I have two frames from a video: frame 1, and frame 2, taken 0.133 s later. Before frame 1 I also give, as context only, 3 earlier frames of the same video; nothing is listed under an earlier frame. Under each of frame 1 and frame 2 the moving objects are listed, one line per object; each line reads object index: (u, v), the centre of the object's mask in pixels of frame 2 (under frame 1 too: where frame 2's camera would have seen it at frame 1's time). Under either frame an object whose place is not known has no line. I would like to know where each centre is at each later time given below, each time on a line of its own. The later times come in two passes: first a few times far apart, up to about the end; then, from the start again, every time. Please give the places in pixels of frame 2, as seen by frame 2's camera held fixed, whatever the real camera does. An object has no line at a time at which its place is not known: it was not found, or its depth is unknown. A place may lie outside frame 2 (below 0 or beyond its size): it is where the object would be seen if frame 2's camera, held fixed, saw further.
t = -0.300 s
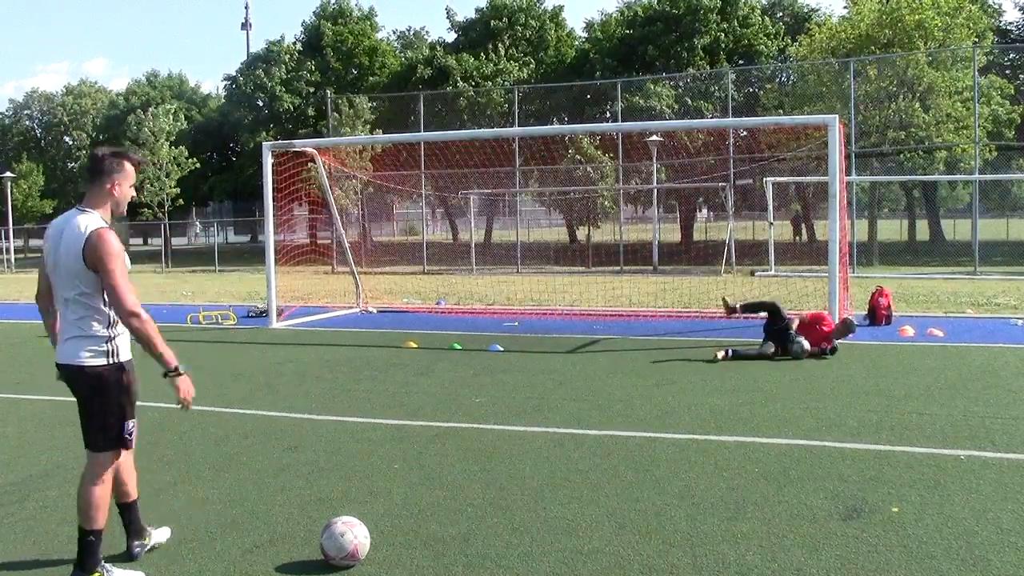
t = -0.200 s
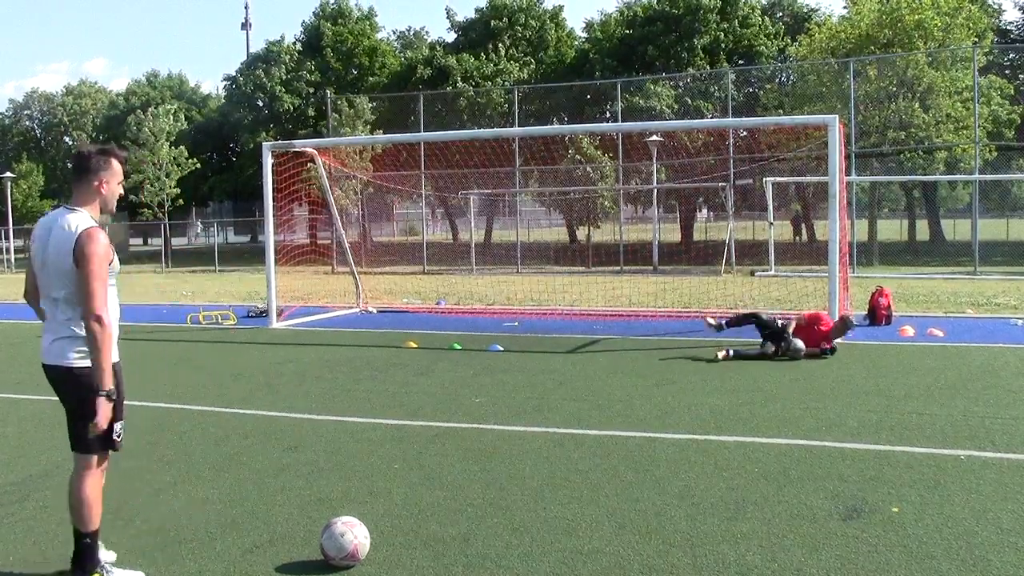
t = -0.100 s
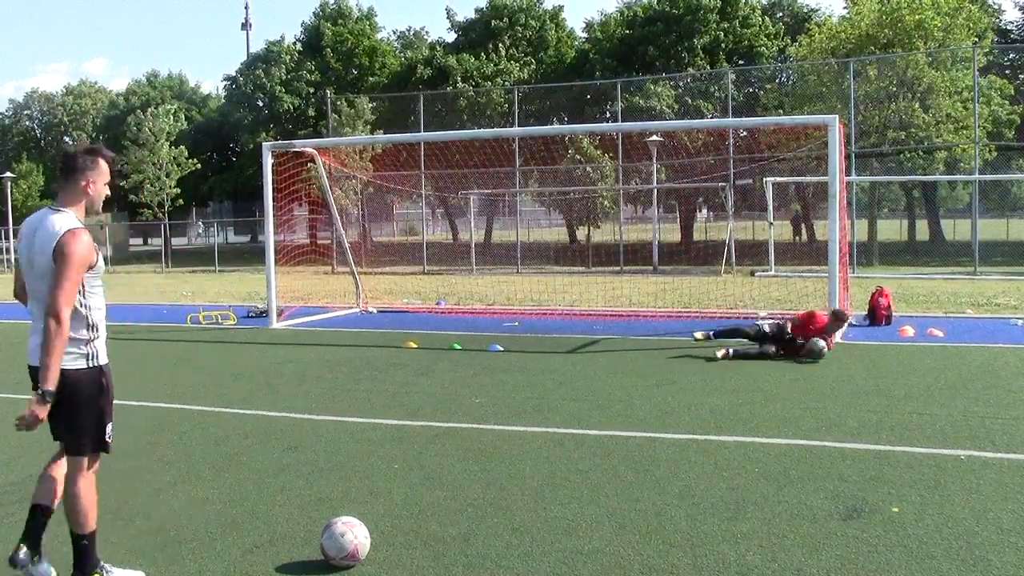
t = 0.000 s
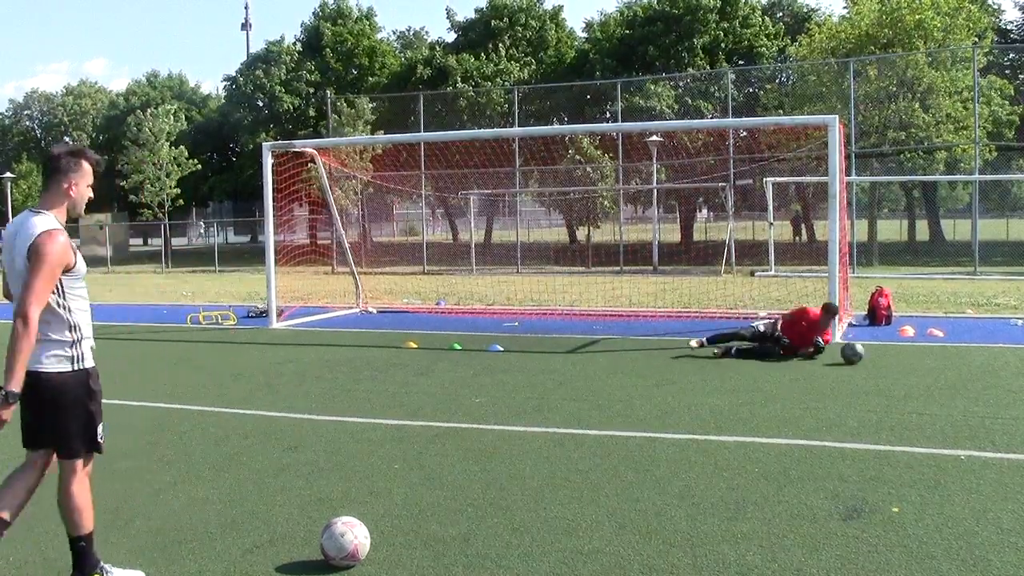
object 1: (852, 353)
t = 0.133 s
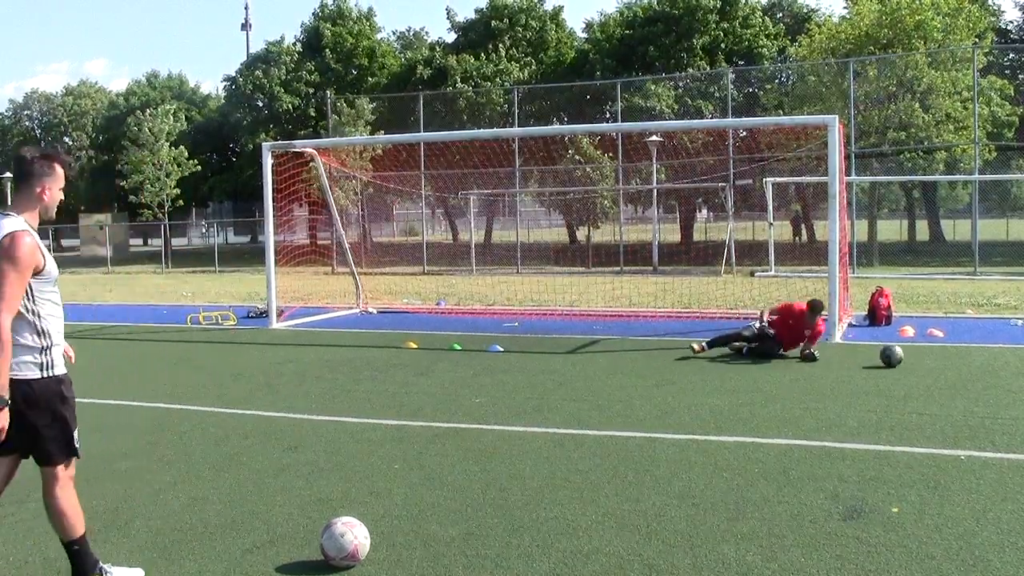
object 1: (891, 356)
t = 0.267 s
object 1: (923, 358)
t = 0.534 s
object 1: (987, 362)
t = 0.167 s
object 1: (899, 356)
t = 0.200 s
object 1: (907, 356)
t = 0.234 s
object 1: (916, 357)
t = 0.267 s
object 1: (923, 358)
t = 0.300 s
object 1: (931, 358)
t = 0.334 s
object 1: (940, 359)
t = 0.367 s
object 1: (947, 359)
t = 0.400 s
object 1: (955, 360)
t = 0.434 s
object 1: (963, 360)
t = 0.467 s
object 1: (971, 361)
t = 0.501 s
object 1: (980, 362)
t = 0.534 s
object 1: (987, 362)
